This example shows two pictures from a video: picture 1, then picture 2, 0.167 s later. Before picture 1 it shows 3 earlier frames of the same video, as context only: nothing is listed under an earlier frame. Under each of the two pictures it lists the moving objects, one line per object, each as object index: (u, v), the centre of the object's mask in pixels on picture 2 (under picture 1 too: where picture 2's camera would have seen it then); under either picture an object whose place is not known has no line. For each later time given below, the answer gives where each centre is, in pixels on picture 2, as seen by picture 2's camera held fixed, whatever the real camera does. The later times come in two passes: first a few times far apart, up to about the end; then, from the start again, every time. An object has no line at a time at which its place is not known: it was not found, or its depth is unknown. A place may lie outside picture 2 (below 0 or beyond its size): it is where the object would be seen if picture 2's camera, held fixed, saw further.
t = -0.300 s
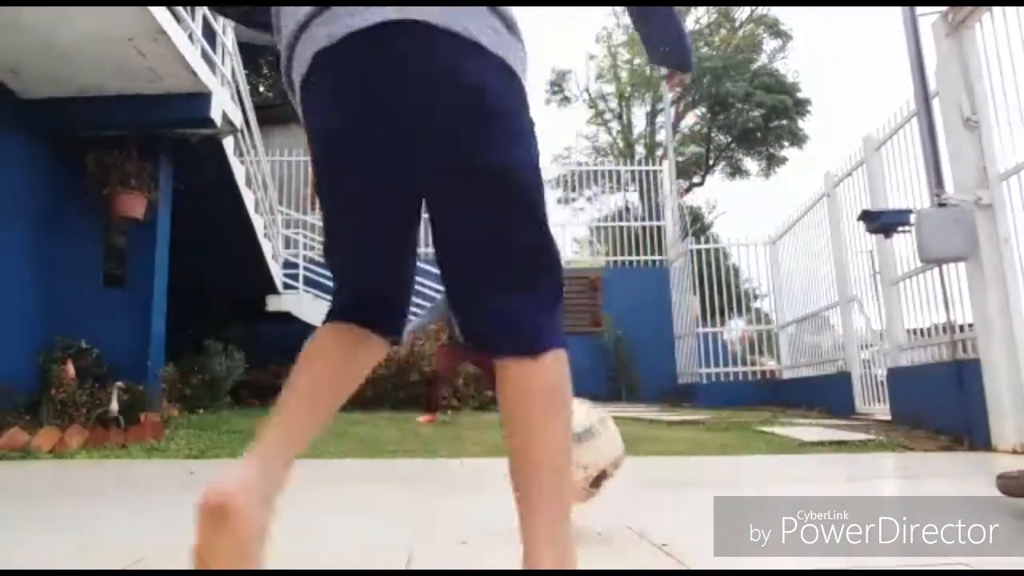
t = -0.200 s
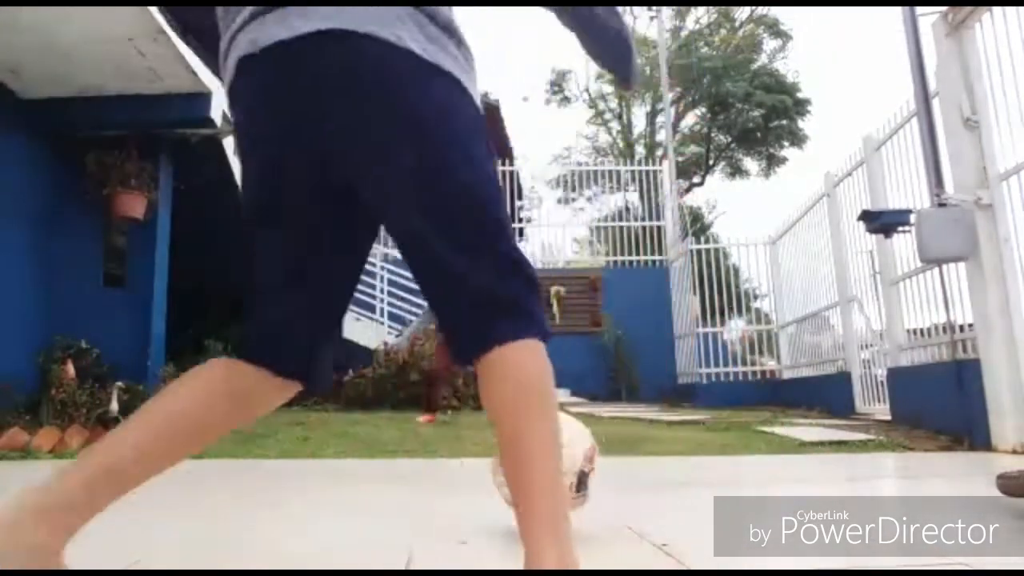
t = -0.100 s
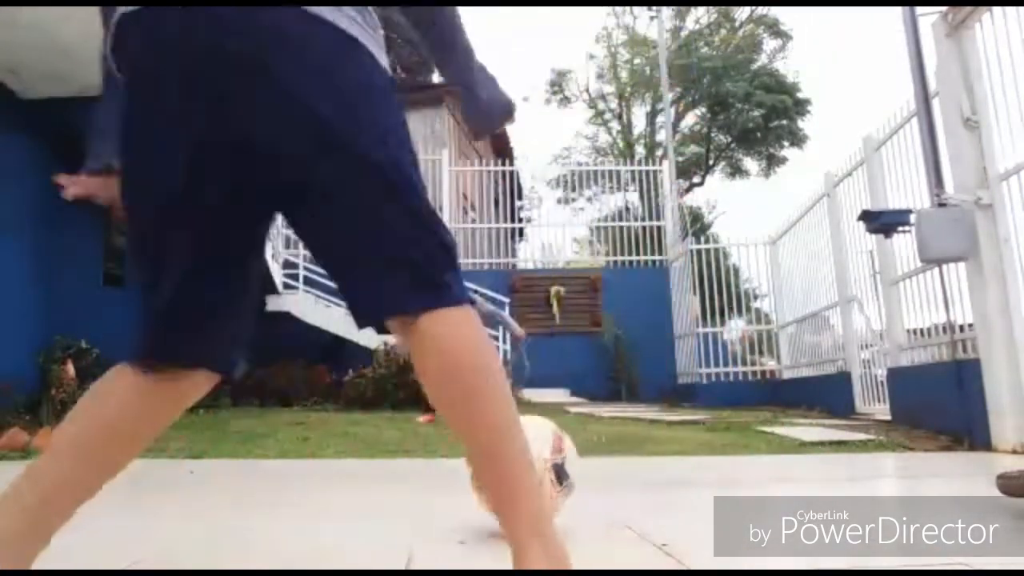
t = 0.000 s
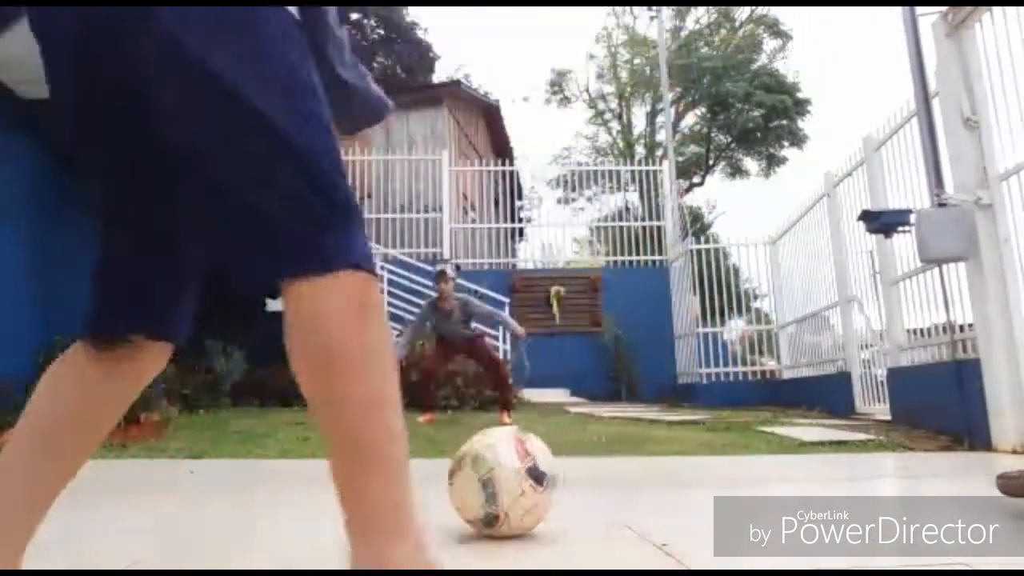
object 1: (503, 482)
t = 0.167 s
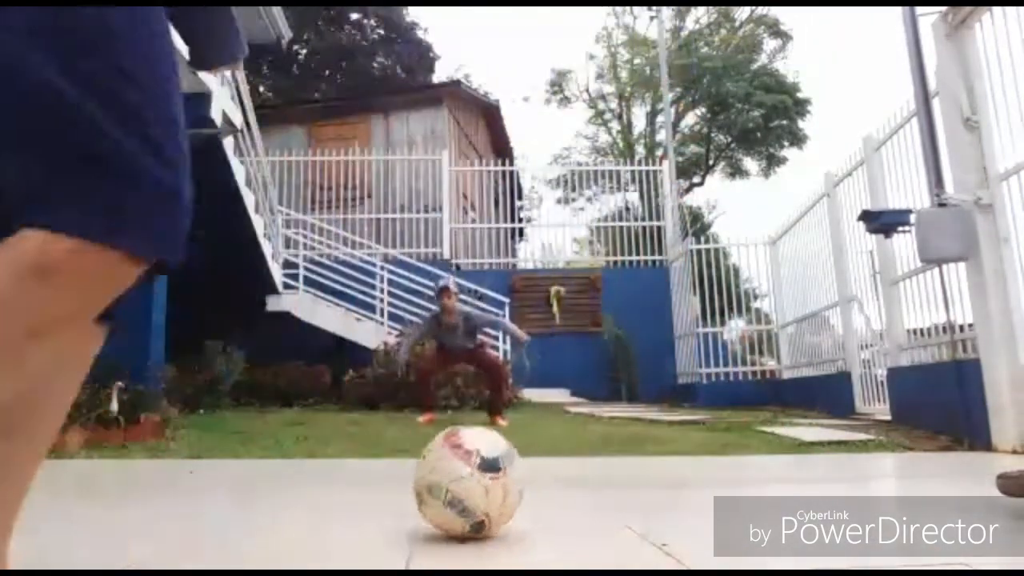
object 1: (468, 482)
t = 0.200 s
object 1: (462, 482)
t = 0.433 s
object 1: (417, 484)
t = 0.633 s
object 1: (383, 485)
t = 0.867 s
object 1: (349, 487)
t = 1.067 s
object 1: (329, 489)
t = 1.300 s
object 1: (320, 490)
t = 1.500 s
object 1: (319, 490)
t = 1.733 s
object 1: (325, 489)
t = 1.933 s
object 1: (336, 488)
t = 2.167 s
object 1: (355, 487)
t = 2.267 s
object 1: (367, 487)
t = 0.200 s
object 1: (462, 482)
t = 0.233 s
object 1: (455, 482)
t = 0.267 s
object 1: (449, 482)
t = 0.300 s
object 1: (442, 482)
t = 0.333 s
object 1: (435, 483)
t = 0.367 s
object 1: (429, 483)
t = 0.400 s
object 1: (423, 483)
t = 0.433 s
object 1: (417, 484)
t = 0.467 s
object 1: (411, 483)
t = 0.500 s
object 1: (405, 484)
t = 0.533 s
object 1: (399, 484)
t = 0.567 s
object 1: (394, 484)
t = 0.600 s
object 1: (389, 485)
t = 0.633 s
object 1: (383, 485)
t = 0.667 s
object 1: (378, 486)
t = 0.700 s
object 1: (373, 486)
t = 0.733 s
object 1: (367, 486)
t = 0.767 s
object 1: (363, 487)
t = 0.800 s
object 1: (358, 487)
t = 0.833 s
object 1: (353, 487)
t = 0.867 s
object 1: (349, 487)
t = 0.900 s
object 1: (345, 488)
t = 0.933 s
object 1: (341, 487)
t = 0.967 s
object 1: (338, 488)
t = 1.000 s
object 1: (335, 488)
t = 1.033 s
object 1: (332, 489)
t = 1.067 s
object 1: (329, 489)
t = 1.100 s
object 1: (327, 489)
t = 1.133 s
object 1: (326, 489)
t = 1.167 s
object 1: (324, 490)
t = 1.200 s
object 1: (323, 490)
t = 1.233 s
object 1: (322, 490)
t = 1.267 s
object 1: (321, 490)
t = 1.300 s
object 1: (320, 490)
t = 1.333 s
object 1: (319, 490)
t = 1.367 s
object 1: (319, 490)
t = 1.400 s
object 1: (319, 490)
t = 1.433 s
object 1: (318, 490)
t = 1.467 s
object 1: (319, 490)
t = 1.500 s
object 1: (319, 490)
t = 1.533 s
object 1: (319, 490)
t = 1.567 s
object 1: (319, 490)
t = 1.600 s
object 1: (320, 490)
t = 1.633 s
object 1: (321, 490)
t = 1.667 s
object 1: (323, 490)
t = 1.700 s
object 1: (324, 490)
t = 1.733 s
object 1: (325, 489)
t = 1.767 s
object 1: (327, 489)
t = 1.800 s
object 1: (329, 489)
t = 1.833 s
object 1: (330, 489)
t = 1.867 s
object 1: (332, 489)
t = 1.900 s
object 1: (334, 489)
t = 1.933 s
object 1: (336, 488)
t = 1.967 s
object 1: (338, 488)
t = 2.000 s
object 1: (341, 488)
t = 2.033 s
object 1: (343, 488)
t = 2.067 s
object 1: (346, 488)
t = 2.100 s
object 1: (349, 488)
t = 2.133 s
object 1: (352, 488)
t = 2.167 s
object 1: (355, 487)
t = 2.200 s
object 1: (359, 487)
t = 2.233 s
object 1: (363, 487)
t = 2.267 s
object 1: (367, 487)
